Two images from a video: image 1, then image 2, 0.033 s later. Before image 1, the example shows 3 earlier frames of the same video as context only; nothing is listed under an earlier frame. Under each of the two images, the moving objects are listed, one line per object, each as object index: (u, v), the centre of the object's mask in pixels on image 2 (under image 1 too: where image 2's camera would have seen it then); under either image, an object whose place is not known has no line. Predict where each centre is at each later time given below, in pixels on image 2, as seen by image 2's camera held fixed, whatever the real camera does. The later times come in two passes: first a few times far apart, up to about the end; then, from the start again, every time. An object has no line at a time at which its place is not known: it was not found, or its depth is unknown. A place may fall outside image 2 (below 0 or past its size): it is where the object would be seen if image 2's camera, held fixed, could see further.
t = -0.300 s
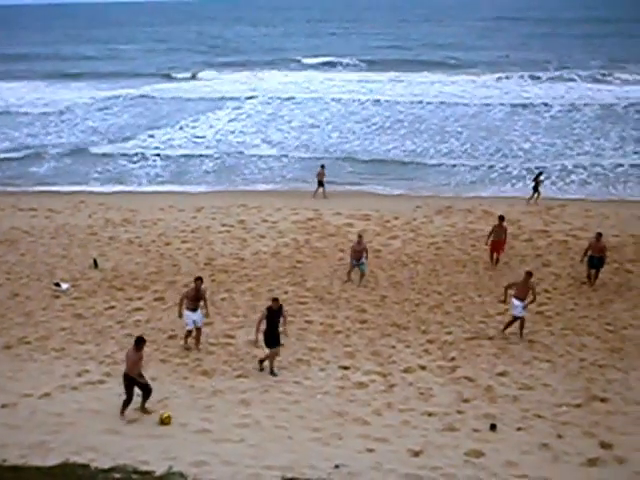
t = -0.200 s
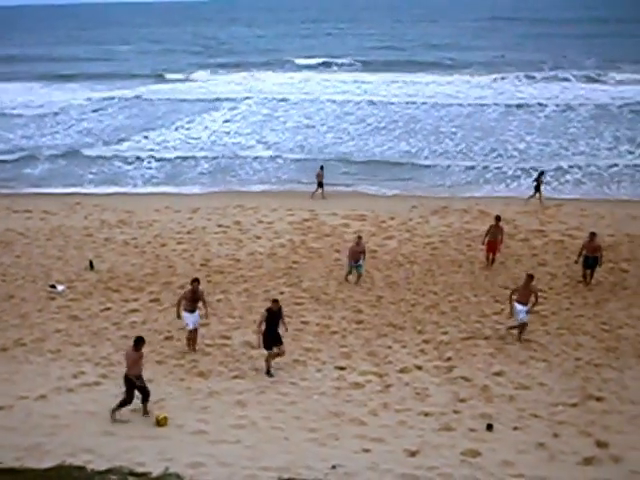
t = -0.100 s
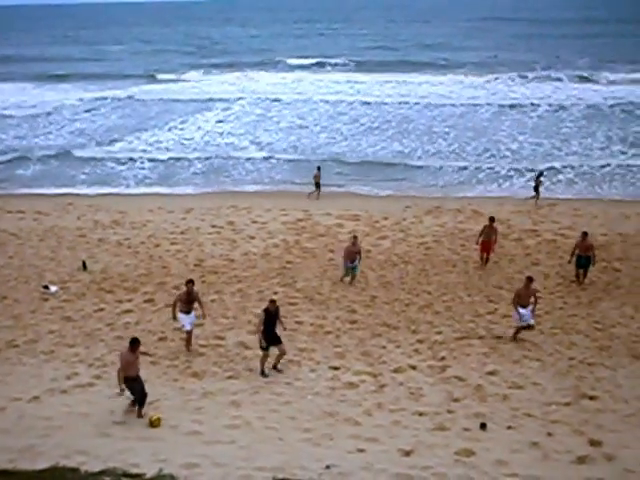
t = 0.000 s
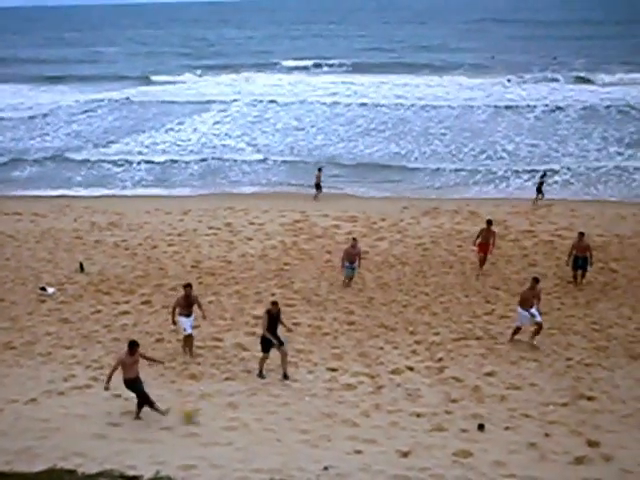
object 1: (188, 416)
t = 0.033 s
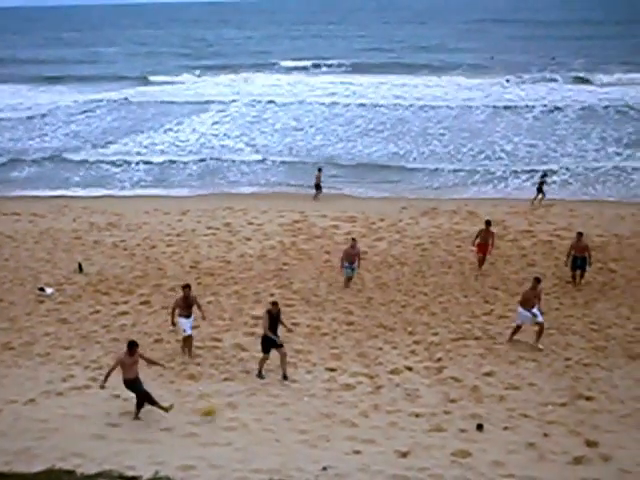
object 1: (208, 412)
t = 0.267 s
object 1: (337, 396)
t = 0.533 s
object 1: (433, 371)
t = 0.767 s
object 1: (493, 358)
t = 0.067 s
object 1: (230, 407)
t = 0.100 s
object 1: (250, 404)
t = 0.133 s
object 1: (268, 402)
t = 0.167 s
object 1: (286, 401)
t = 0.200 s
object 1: (305, 400)
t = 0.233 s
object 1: (322, 400)
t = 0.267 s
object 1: (337, 396)
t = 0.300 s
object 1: (350, 389)
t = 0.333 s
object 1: (364, 385)
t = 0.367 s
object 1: (375, 380)
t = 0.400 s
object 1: (389, 378)
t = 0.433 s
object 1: (398, 373)
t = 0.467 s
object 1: (412, 373)
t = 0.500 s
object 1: (423, 372)
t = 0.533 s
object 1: (433, 371)
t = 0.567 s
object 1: (445, 373)
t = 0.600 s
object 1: (454, 373)
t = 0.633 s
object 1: (464, 368)
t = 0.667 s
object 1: (472, 368)
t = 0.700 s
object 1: (479, 367)
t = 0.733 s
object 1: (486, 362)
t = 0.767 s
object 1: (493, 358)
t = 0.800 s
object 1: (499, 357)
